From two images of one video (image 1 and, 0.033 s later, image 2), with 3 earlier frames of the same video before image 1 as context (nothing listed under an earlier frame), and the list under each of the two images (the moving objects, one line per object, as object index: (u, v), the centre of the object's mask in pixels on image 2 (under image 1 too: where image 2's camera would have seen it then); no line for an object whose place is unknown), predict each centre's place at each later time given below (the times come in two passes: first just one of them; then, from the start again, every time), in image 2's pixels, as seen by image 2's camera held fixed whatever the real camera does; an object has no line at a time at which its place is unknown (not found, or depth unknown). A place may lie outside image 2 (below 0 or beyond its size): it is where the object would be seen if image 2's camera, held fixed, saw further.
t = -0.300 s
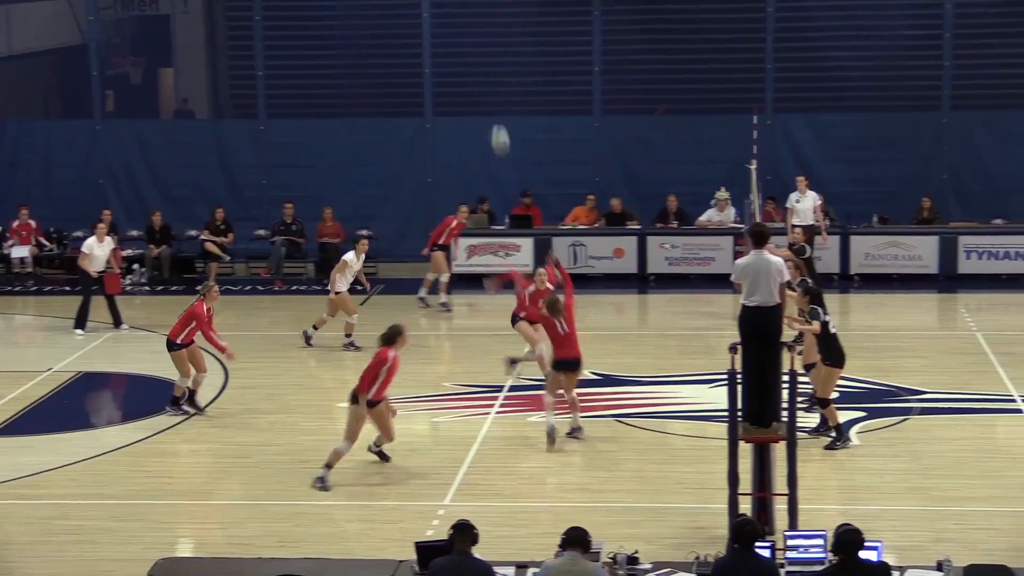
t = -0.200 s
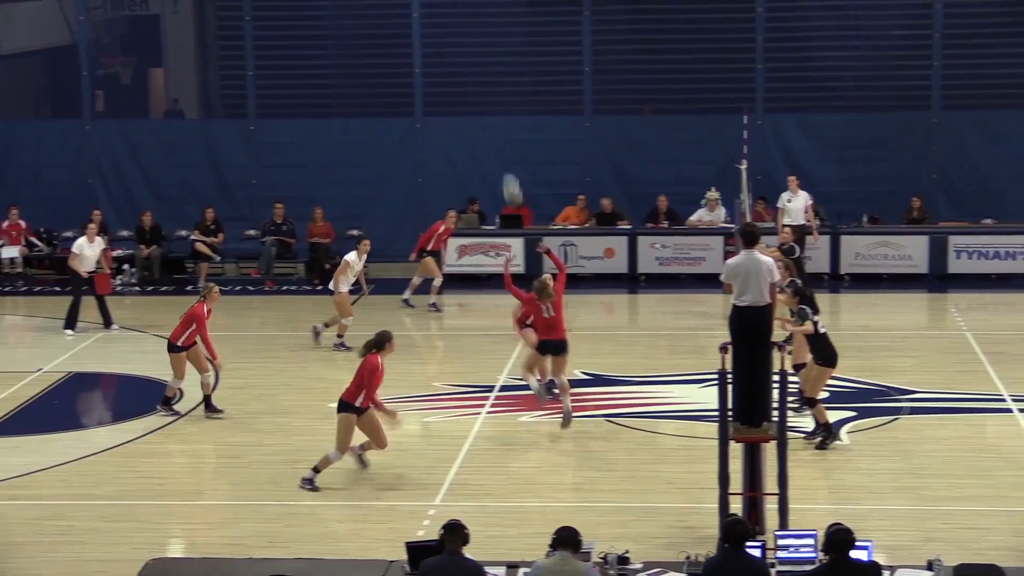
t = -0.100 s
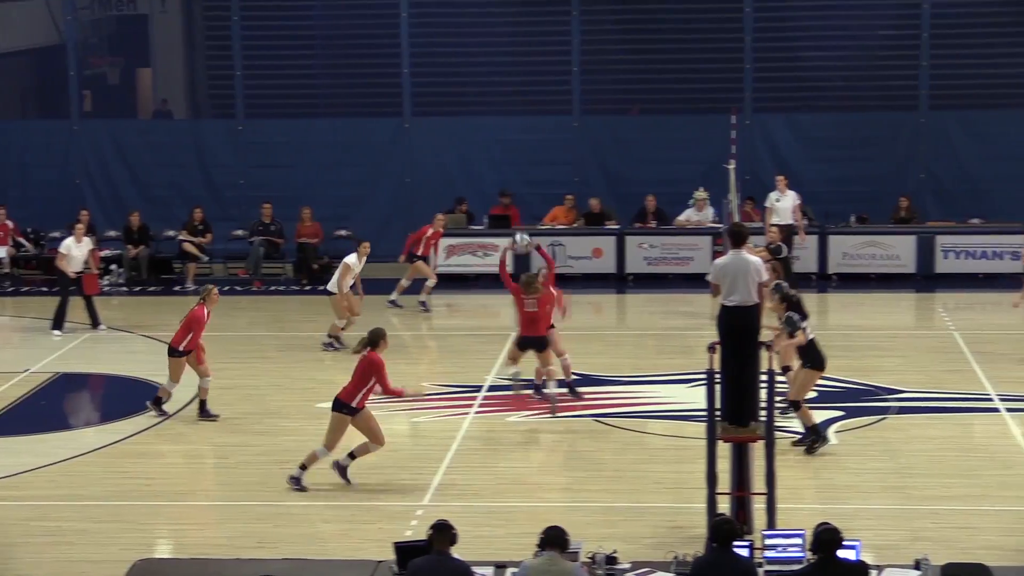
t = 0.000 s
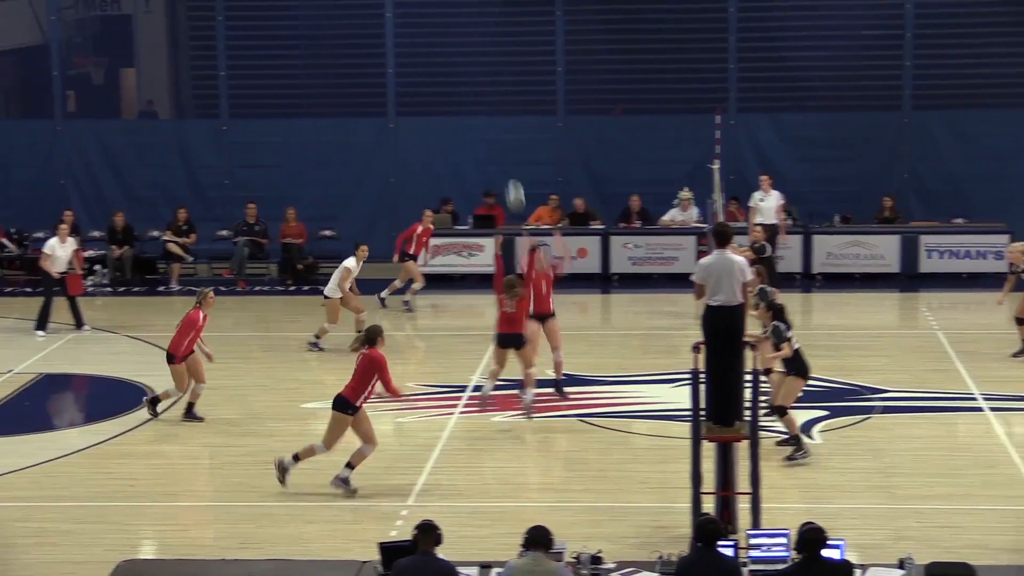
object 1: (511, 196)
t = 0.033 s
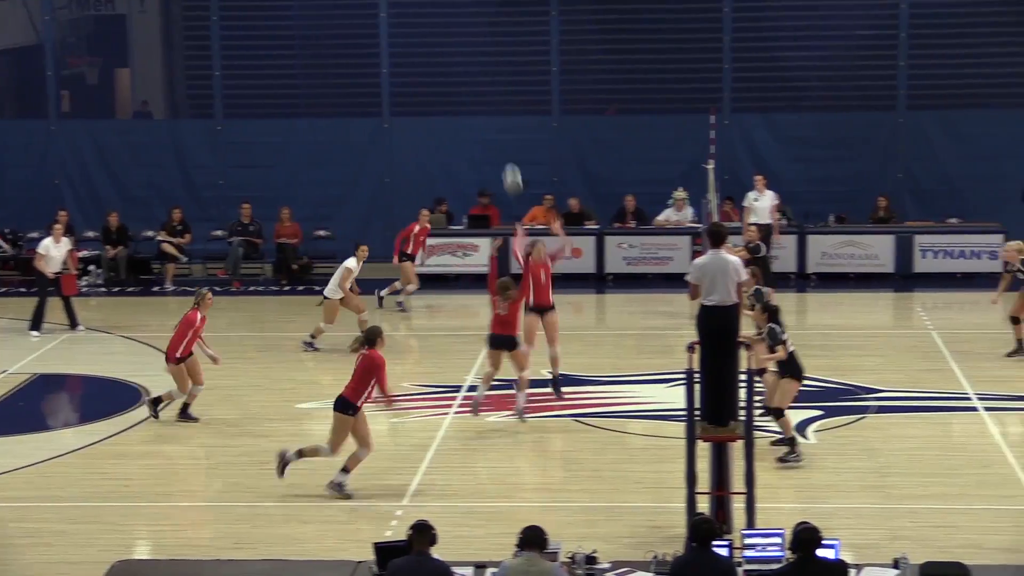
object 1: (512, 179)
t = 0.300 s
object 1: (529, 82)
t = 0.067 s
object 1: (514, 164)
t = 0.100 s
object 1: (516, 149)
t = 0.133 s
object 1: (517, 136)
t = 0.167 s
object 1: (519, 123)
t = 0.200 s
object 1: (522, 111)
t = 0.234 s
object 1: (524, 100)
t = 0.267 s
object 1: (526, 91)
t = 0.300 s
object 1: (529, 82)
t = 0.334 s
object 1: (531, 74)
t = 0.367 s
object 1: (534, 68)
